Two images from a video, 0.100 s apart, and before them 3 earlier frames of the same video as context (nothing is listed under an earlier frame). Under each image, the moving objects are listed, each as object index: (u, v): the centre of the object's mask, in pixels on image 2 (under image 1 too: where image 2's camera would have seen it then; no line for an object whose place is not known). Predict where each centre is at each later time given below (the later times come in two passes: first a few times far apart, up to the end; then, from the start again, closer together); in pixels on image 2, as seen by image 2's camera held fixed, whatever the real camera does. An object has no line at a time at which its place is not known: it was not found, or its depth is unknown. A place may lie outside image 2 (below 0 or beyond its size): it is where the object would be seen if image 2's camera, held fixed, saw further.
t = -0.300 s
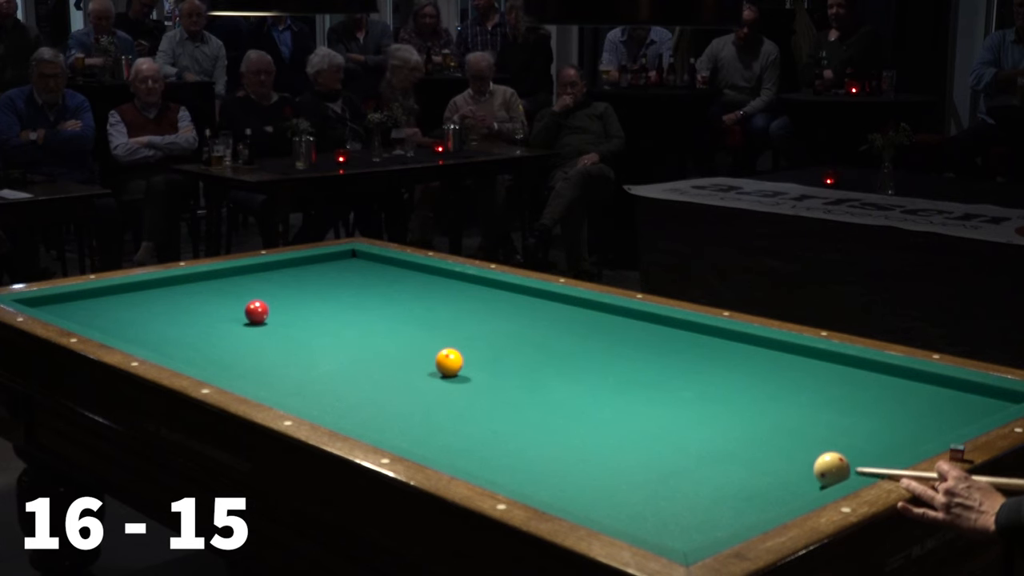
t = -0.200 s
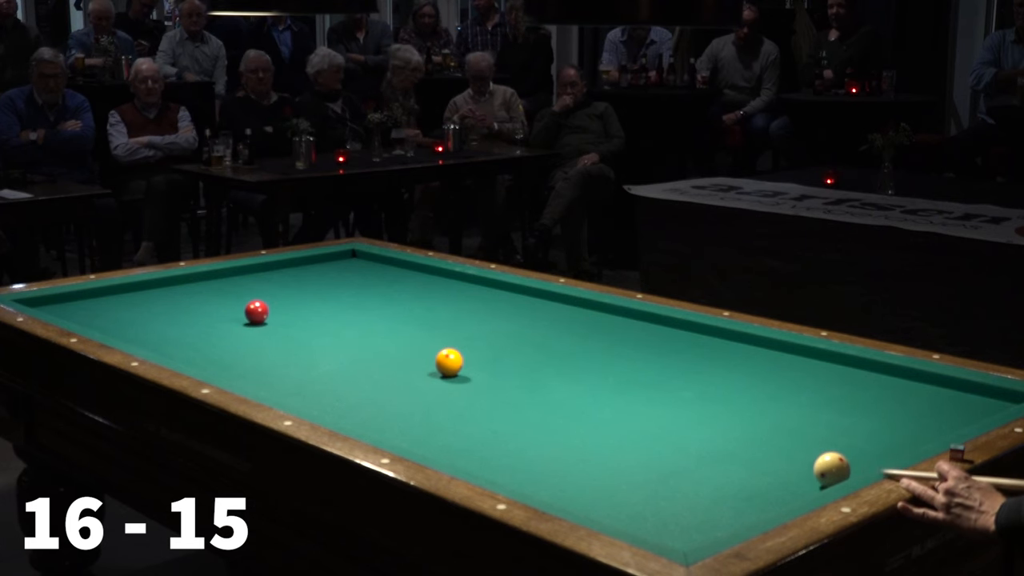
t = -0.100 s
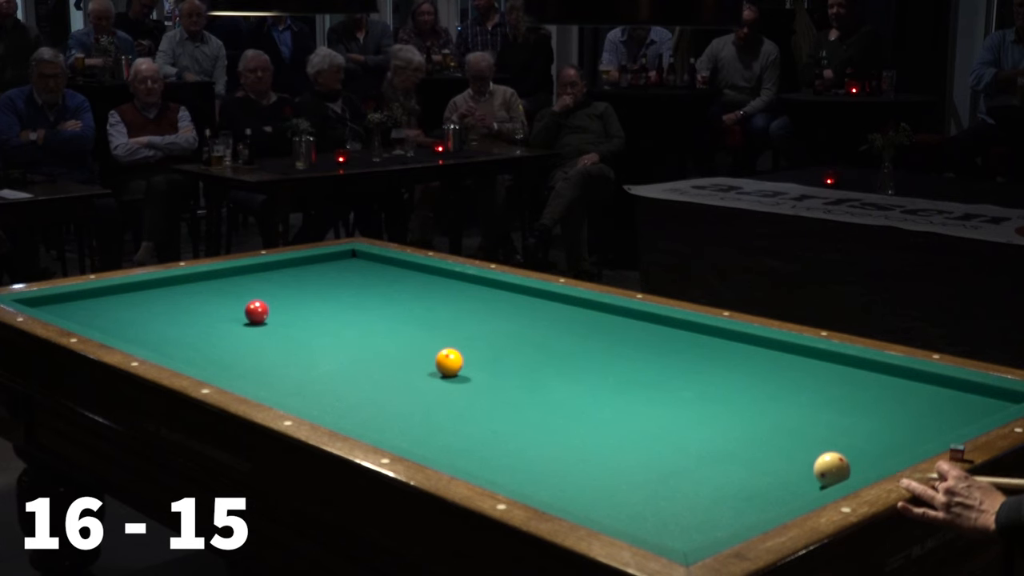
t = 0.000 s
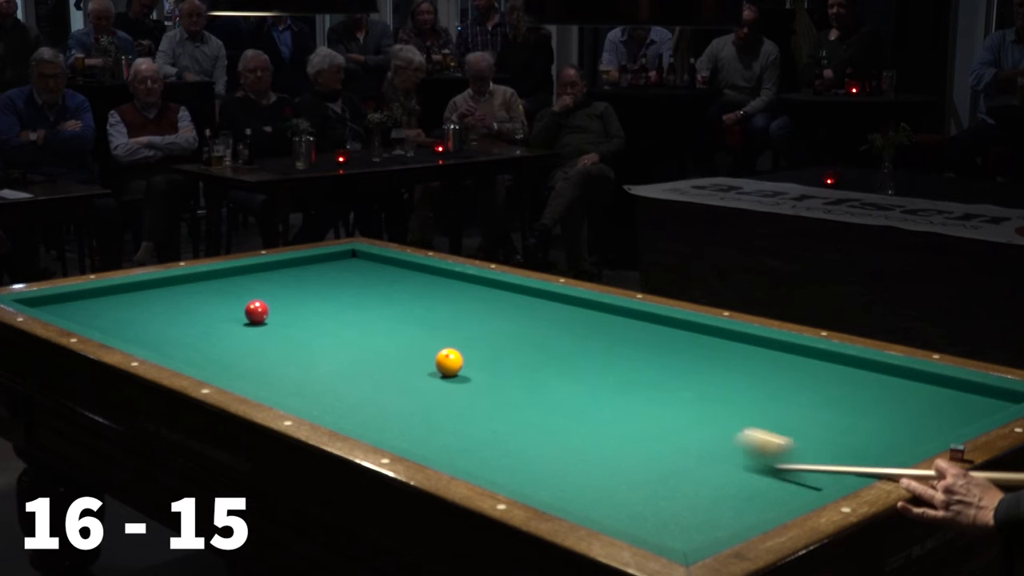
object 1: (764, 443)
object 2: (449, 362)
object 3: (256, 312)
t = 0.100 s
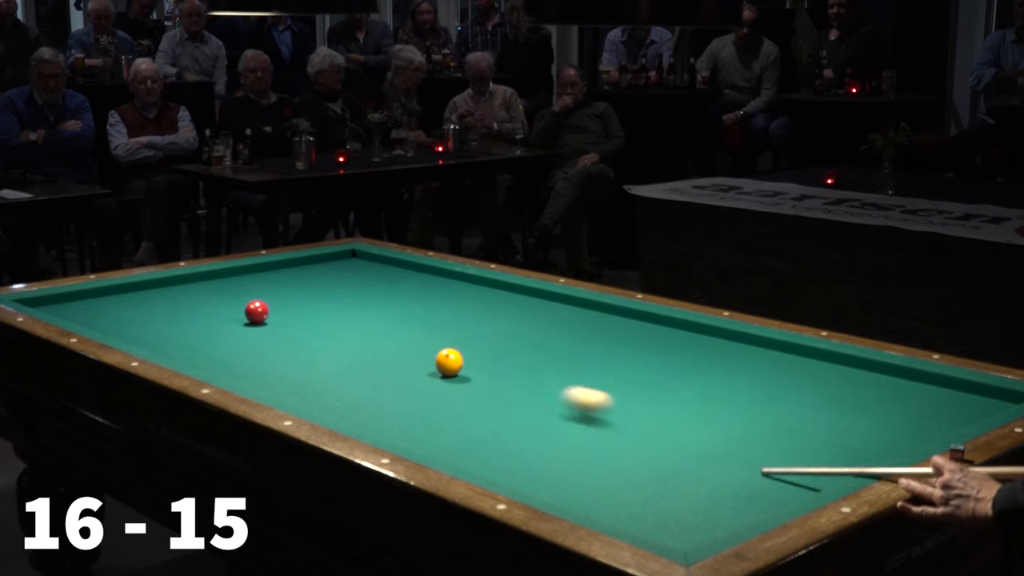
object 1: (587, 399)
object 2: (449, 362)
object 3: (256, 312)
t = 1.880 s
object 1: (332, 255)
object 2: (306, 338)
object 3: (256, 312)
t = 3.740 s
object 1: (296, 318)
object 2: (714, 447)
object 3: (191, 335)
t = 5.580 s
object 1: (348, 341)
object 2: (810, 370)
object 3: (244, 342)
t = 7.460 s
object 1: (374, 354)
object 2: (650, 342)
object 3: (300, 338)
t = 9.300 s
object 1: (376, 354)
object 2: (523, 336)
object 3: (301, 338)
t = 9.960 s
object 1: (376, 354)
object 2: (494, 334)
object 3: (301, 339)
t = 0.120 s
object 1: (556, 391)
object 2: (449, 363)
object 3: (256, 312)
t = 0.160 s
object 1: (498, 377)
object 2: (449, 363)
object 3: (256, 312)
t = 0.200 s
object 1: (448, 369)
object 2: (447, 352)
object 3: (256, 312)
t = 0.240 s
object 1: (406, 371)
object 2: (439, 345)
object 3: (256, 312)
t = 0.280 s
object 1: (362, 374)
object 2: (431, 333)
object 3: (256, 312)
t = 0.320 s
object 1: (320, 376)
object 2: (424, 322)
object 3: (256, 312)
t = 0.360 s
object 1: (277, 378)
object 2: (418, 312)
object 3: (256, 312)
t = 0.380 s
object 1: (257, 376)
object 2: (415, 307)
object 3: (256, 312)
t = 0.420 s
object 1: (231, 372)
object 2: (410, 298)
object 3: (256, 312)
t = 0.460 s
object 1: (245, 369)
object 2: (405, 290)
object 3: (256, 312)
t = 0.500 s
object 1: (259, 363)
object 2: (400, 283)
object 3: (256, 312)
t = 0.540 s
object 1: (271, 357)
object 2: (396, 276)
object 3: (256, 312)
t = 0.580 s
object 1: (281, 351)
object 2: (392, 270)
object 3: (256, 312)
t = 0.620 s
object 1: (289, 346)
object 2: (389, 264)
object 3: (256, 312)
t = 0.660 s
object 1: (295, 342)
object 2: (384, 259)
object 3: (256, 312)
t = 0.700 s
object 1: (300, 337)
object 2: (364, 258)
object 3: (256, 312)
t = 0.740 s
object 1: (304, 333)
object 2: (345, 257)
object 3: (256, 312)
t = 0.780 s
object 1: (308, 329)
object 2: (327, 257)
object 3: (256, 312)
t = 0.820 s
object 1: (312, 325)
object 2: (322, 259)
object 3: (256, 312)
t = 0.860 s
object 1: (316, 321)
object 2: (322, 261)
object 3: (256, 312)
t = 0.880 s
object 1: (318, 319)
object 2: (323, 263)
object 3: (256, 312)
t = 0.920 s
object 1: (321, 316)
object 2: (323, 265)
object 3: (256, 312)
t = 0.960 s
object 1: (325, 312)
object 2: (322, 268)
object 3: (256, 312)
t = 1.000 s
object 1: (328, 309)
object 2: (322, 271)
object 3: (256, 312)
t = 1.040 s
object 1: (331, 305)
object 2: (321, 273)
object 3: (256, 312)
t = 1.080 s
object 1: (334, 302)
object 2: (321, 275)
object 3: (256, 312)
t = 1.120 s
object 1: (338, 299)
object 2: (320, 278)
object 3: (256, 312)
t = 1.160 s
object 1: (341, 295)
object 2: (319, 281)
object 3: (256, 312)
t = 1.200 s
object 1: (344, 292)
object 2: (318, 284)
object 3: (256, 312)
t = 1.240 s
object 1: (347, 289)
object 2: (318, 286)
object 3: (256, 312)
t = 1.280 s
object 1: (350, 286)
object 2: (317, 289)
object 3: (256, 312)
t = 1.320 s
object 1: (352, 283)
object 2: (316, 292)
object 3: (256, 312)
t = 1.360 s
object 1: (355, 280)
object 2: (316, 295)
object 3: (256, 312)
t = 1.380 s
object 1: (356, 279)
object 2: (315, 296)
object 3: (256, 312)
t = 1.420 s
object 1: (359, 276)
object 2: (314, 299)
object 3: (256, 312)
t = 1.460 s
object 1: (361, 274)
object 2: (314, 302)
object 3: (256, 312)
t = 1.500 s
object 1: (364, 271)
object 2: (313, 306)
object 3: (256, 312)
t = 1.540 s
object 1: (366, 268)
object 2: (312, 308)
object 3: (256, 312)
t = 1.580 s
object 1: (369, 266)
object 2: (312, 312)
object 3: (256, 312)
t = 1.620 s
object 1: (371, 263)
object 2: (311, 315)
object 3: (256, 312)
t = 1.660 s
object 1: (373, 261)
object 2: (310, 318)
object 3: (256, 312)
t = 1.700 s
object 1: (376, 259)
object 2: (309, 322)
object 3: (256, 312)
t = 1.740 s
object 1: (369, 257)
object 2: (308, 325)
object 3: (256, 312)
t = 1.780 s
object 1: (358, 257)
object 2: (308, 329)
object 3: (256, 312)
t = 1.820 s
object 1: (347, 256)
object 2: (307, 332)
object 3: (256, 312)
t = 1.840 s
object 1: (342, 256)
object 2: (306, 334)
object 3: (256, 312)
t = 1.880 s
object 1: (332, 255)
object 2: (306, 338)
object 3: (256, 312)
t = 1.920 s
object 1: (330, 257)
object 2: (305, 341)
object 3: (256, 312)
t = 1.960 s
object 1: (328, 259)
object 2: (304, 345)
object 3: (256, 312)
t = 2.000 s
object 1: (327, 260)
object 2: (303, 349)
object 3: (256, 312)
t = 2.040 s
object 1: (325, 262)
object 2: (302, 353)
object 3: (256, 312)
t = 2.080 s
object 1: (323, 264)
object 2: (301, 357)
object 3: (256, 312)
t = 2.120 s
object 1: (320, 265)
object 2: (300, 361)
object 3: (256, 312)
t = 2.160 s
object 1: (319, 267)
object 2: (299, 365)
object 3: (256, 312)
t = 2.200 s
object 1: (317, 268)
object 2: (298, 369)
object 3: (256, 312)
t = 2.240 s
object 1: (314, 270)
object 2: (297, 374)
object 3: (256, 312)
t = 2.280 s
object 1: (312, 272)
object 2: (296, 378)
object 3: (256, 312)
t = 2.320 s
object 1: (310, 274)
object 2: (295, 383)
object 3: (256, 312)
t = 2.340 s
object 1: (309, 275)
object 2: (294, 386)
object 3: (256, 312)
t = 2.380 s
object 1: (307, 276)
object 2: (293, 390)
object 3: (256, 312)
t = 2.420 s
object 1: (305, 278)
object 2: (293, 393)
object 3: (256, 312)
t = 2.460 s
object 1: (303, 280)
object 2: (293, 396)
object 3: (256, 312)
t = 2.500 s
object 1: (300, 282)
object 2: (301, 398)
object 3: (256, 312)
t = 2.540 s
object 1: (298, 284)
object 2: (314, 401)
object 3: (256, 312)
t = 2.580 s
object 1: (296, 285)
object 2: (327, 404)
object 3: (256, 312)
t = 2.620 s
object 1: (293, 287)
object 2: (339, 406)
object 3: (256, 312)
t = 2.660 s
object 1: (291, 289)
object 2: (352, 408)
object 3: (256, 312)
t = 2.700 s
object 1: (289, 291)
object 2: (365, 409)
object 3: (256, 312)
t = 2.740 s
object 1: (286, 293)
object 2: (377, 411)
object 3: (256, 312)
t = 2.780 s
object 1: (284, 295)
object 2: (390, 411)
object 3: (256, 312)
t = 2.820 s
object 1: (281, 297)
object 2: (403, 413)
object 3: (256, 312)
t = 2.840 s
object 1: (280, 298)
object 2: (410, 413)
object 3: (256, 312)
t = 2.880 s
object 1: (278, 300)
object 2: (423, 415)
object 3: (256, 312)
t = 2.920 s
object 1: (276, 302)
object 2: (436, 417)
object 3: (256, 312)
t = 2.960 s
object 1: (274, 304)
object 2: (449, 418)
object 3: (256, 312)
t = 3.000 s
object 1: (272, 305)
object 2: (462, 419)
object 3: (256, 312)
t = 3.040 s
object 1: (271, 307)
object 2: (476, 420)
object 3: (254, 313)
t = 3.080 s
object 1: (272, 308)
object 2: (489, 422)
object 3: (250, 314)
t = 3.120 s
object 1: (273, 309)
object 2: (502, 424)
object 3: (246, 315)
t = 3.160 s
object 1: (275, 309)
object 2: (515, 426)
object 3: (242, 317)
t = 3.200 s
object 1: (276, 310)
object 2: (529, 426)
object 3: (239, 318)
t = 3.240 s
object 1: (278, 310)
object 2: (542, 429)
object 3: (235, 319)
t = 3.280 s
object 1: (279, 311)
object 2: (556, 430)
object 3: (232, 321)
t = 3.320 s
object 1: (281, 312)
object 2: (569, 431)
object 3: (228, 322)
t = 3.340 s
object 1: (281, 312)
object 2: (576, 432)
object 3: (227, 322)
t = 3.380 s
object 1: (283, 313)
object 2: (590, 434)
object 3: (223, 323)
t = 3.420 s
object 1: (284, 313)
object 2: (603, 435)
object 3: (220, 325)
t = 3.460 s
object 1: (286, 314)
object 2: (617, 436)
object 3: (216, 326)
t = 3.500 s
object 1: (287, 314)
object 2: (631, 438)
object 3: (213, 327)
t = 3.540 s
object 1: (289, 315)
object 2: (644, 440)
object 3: (209, 328)
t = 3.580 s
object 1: (290, 316)
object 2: (658, 441)
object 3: (205, 330)
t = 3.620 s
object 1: (291, 316)
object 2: (672, 443)
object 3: (202, 331)
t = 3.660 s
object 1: (293, 317)
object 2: (686, 444)
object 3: (198, 332)
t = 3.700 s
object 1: (294, 318)
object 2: (700, 445)
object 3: (195, 333)
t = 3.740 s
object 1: (296, 318)
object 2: (714, 447)
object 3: (191, 335)
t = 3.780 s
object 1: (297, 319)
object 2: (728, 448)
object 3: (188, 336)
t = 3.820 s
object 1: (298, 320)
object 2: (742, 450)
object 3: (184, 337)
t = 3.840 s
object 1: (299, 320)
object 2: (749, 451)
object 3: (182, 338)
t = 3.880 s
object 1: (300, 320)
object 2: (763, 452)
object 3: (179, 339)
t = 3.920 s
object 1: (302, 321)
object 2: (777, 453)
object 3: (175, 340)
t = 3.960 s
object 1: (303, 321)
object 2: (792, 455)
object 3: (171, 342)
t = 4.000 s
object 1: (304, 322)
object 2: (806, 457)
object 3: (168, 343)
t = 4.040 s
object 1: (305, 322)
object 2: (820, 458)
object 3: (165, 344)
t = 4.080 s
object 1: (307, 323)
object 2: (835, 460)
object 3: (161, 344)
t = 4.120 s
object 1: (308, 323)
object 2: (849, 460)
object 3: (158, 345)
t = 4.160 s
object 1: (310, 324)
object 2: (862, 459)
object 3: (155, 345)
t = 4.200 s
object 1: (311, 325)
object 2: (868, 457)
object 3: (152, 345)
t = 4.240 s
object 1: (312, 325)
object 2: (866, 456)
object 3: (155, 346)
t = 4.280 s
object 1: (313, 326)
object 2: (863, 454)
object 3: (158, 346)
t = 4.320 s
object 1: (314, 326)
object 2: (862, 452)
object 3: (161, 346)
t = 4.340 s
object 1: (315, 327)
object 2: (861, 450)
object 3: (163, 347)
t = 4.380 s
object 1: (316, 327)
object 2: (859, 446)
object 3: (166, 347)
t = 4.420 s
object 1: (318, 328)
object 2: (856, 443)
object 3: (169, 347)
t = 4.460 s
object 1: (319, 328)
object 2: (855, 440)
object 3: (172, 347)
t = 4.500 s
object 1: (320, 329)
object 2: (852, 436)
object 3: (175, 347)
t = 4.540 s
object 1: (321, 329)
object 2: (850, 434)
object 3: (178, 347)
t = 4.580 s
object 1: (322, 330)
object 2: (849, 431)
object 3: (181, 347)
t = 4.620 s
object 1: (323, 330)
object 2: (846, 427)
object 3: (184, 347)
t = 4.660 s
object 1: (324, 331)
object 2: (845, 425)
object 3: (187, 347)
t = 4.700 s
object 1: (326, 332)
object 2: (843, 422)
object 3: (190, 346)
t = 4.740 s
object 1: (327, 332)
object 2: (841, 419)
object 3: (193, 346)
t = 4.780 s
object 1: (328, 332)
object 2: (839, 416)
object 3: (195, 346)
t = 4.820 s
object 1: (329, 333)
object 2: (837, 413)
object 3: (198, 346)
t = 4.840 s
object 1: (330, 333)
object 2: (837, 412)
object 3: (199, 346)
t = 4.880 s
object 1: (331, 334)
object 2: (835, 410)
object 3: (202, 346)
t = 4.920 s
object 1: (332, 334)
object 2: (834, 408)
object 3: (205, 345)
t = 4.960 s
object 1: (333, 334)
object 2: (832, 405)
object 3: (208, 345)
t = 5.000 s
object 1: (334, 335)
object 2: (830, 402)
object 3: (210, 345)
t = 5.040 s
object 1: (335, 336)
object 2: (829, 400)
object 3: (213, 345)
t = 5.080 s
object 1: (336, 336)
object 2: (827, 397)
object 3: (215, 344)
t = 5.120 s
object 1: (337, 337)
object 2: (825, 395)
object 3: (218, 344)
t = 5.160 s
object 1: (338, 337)
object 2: (824, 393)
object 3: (220, 344)
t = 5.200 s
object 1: (339, 338)
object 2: (822, 390)
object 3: (223, 344)
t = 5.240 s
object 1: (340, 338)
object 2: (821, 388)
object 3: (225, 344)
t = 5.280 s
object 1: (341, 338)
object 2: (820, 386)
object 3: (227, 344)
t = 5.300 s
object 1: (342, 338)
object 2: (819, 385)
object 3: (229, 344)
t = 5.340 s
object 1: (342, 339)
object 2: (817, 383)
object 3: (231, 343)
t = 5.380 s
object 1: (344, 340)
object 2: (816, 381)
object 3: (233, 343)
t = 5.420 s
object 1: (345, 340)
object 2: (815, 378)
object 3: (235, 343)
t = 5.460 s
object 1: (346, 340)
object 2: (814, 376)
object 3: (237, 343)
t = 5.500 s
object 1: (347, 341)
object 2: (812, 374)
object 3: (240, 343)
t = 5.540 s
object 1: (347, 341)
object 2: (811, 372)
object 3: (242, 343)
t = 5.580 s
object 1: (348, 341)
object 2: (810, 370)
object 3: (244, 342)
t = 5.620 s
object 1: (349, 342)
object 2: (808, 368)
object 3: (246, 342)
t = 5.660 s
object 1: (350, 342)
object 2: (807, 366)
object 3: (248, 342)
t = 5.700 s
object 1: (351, 342)
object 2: (806, 364)
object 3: (250, 342)
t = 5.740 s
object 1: (352, 343)
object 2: (805, 363)
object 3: (252, 342)
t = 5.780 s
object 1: (352, 343)
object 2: (804, 361)
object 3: (253, 342)
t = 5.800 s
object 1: (353, 344)
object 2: (803, 360)
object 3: (254, 342)
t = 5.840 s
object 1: (354, 344)
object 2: (802, 359)
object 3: (256, 341)
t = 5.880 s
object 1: (355, 344)
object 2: (801, 356)
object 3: (258, 341)
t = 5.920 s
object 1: (356, 345)
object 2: (800, 355)
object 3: (260, 341)
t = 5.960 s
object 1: (356, 345)
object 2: (799, 354)
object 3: (261, 341)
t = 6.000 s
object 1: (357, 345)
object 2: (798, 352)
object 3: (263, 341)
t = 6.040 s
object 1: (358, 346)
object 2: (796, 350)
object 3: (265, 341)
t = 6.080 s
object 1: (359, 346)
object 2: (794, 349)
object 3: (266, 341)
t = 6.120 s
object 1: (360, 346)
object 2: (789, 349)
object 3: (268, 341)
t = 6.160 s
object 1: (360, 347)
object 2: (784, 349)
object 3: (269, 341)
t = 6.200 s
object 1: (361, 347)
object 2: (780, 348)
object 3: (271, 341)
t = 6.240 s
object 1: (362, 347)
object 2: (775, 348)
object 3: (272, 340)
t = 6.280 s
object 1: (362, 348)
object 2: (770, 348)
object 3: (274, 340)
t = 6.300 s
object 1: (363, 348)
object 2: (768, 348)
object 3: (274, 340)
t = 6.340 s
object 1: (363, 348)
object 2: (764, 348)
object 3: (276, 340)
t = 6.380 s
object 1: (364, 348)
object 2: (759, 348)
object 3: (277, 340)
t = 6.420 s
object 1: (365, 348)
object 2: (754, 347)
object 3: (278, 340)
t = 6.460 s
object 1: (365, 349)
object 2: (750, 347)
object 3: (280, 340)
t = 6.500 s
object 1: (366, 349)
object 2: (746, 347)
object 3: (281, 340)
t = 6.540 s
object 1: (366, 349)
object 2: (741, 347)
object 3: (282, 340)
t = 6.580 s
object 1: (367, 350)
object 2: (737, 347)
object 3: (283, 340)
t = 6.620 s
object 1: (368, 350)
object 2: (733, 346)
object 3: (284, 340)
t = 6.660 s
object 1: (368, 350)
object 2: (728, 346)
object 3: (285, 340)
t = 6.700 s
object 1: (369, 350)
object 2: (724, 346)
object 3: (287, 340)
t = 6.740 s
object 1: (369, 350)
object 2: (720, 346)
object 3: (288, 340)
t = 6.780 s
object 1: (370, 351)
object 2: (715, 346)
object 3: (289, 339)
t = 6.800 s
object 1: (370, 351)
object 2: (713, 345)
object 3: (289, 339)
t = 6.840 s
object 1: (371, 351)
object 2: (709, 345)
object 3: (290, 339)
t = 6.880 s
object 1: (371, 351)
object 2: (705, 345)
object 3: (291, 339)
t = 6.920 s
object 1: (372, 351)
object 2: (701, 345)
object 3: (292, 339)
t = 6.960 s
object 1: (372, 352)
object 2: (697, 345)
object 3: (293, 339)
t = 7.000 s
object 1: (372, 352)
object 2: (693, 344)
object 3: (293, 339)
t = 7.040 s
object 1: (372, 352)
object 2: (689, 344)
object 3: (294, 339)
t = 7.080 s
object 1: (373, 352)
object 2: (685, 344)
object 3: (295, 339)
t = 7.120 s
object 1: (373, 352)
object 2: (681, 344)
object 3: (296, 339)
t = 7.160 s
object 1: (373, 353)
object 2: (677, 344)
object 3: (296, 339)
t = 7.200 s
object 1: (373, 353)
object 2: (674, 344)
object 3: (297, 339)
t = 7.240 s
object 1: (373, 353)
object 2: (670, 344)
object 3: (297, 339)
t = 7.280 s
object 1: (374, 353)
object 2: (666, 343)
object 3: (298, 338)
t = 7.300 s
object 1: (374, 353)
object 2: (665, 343)
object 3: (298, 338)
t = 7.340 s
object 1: (374, 353)
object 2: (661, 343)
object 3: (299, 339)
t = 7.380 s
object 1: (374, 353)
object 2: (657, 343)
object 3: (299, 338)
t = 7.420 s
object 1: (374, 353)
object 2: (654, 343)
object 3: (300, 338)
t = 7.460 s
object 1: (374, 354)
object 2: (650, 342)
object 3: (300, 338)
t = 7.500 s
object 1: (375, 354)
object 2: (646, 342)
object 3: (300, 339)
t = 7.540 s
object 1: (375, 354)
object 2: (643, 342)
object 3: (301, 338)
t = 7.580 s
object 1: (375, 354)
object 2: (639, 342)
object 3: (301, 338)
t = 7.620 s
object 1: (375, 354)
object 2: (636, 342)
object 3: (301, 338)
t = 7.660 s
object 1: (375, 354)
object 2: (633, 342)
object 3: (301, 338)
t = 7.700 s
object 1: (376, 354)
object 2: (629, 342)
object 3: (302, 338)
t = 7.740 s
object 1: (376, 354)
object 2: (626, 342)
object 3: (302, 338)
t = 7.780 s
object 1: (376, 354)
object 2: (623, 341)
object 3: (302, 338)
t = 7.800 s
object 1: (376, 354)
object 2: (621, 341)
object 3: (302, 338)
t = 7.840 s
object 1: (376, 354)
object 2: (618, 341)
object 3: (302, 338)
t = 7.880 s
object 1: (376, 354)
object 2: (615, 341)
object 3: (302, 338)
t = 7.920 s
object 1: (376, 355)
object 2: (612, 340)
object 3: (302, 338)
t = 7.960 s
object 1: (376, 354)
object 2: (609, 341)
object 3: (302, 338)
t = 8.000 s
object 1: (376, 355)
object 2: (605, 340)
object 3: (302, 338)
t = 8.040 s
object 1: (376, 355)
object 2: (602, 340)
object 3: (302, 338)
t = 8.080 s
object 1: (376, 355)
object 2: (599, 340)
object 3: (302, 338)
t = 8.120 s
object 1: (376, 355)
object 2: (597, 340)
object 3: (302, 338)
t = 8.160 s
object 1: (376, 355)
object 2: (593, 340)
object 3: (302, 338)
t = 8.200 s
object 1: (376, 355)
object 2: (591, 339)
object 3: (302, 338)
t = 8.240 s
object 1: (376, 355)
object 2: (588, 339)
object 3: (302, 338)
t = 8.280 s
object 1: (376, 355)
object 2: (585, 339)
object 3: (302, 338)
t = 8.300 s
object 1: (376, 355)
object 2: (583, 339)
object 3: (302, 338)
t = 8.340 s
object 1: (376, 355)
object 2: (580, 339)
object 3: (302, 338)
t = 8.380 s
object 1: (376, 355)
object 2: (578, 339)
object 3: (302, 338)
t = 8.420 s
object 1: (376, 355)
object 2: (575, 338)
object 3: (302, 338)
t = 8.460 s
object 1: (376, 355)
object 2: (572, 338)
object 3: (302, 338)
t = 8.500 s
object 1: (376, 355)
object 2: (570, 338)
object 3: (302, 338)
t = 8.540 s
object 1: (376, 355)
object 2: (567, 338)
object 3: (302, 338)
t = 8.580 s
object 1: (376, 355)
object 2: (564, 338)
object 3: (301, 338)
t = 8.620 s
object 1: (376, 355)
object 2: (562, 338)
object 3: (301, 338)
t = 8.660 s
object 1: (376, 355)
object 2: (559, 338)
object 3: (301, 338)
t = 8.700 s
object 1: (376, 355)
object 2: (557, 337)
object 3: (301, 338)
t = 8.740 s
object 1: (376, 354)
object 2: (554, 337)
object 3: (302, 338)
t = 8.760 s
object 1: (376, 355)
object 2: (553, 337)
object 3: (302, 338)
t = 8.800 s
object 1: (376, 354)
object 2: (551, 337)
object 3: (302, 338)
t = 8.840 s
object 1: (376, 355)
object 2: (548, 337)
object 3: (301, 338)
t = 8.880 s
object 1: (376, 354)
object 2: (546, 337)
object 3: (302, 338)
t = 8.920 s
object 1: (376, 354)
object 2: (544, 337)
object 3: (301, 338)
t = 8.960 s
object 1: (376, 354)
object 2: (542, 337)
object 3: (302, 338)
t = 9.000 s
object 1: (376, 354)
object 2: (539, 337)
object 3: (301, 338)
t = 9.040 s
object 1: (376, 354)
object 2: (537, 336)
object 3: (302, 338)
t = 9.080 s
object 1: (376, 354)
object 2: (535, 336)
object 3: (301, 338)
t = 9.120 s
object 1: (376, 354)
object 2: (533, 336)
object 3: (302, 338)
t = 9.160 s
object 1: (376, 354)
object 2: (531, 336)
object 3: (301, 338)
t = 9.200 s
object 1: (376, 354)
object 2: (528, 336)
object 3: (302, 338)
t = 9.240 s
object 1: (376, 354)
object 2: (526, 336)
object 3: (302, 338)
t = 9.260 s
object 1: (376, 354)
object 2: (525, 336)
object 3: (302, 338)
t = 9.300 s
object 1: (376, 354)
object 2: (523, 336)
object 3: (301, 338)
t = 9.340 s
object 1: (376, 354)
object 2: (521, 336)
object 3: (302, 338)
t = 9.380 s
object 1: (376, 354)
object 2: (519, 335)
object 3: (302, 338)
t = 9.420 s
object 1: (376, 354)
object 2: (517, 336)
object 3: (302, 338)
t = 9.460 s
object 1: (376, 354)
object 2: (516, 335)
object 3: (302, 338)
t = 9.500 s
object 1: (376, 354)
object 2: (514, 335)
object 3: (302, 338)
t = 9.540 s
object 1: (376, 354)
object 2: (512, 335)
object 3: (301, 338)
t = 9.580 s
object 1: (376, 354)
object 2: (510, 335)
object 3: (302, 338)
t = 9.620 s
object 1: (376, 354)
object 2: (508, 335)
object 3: (302, 338)
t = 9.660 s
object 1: (376, 354)
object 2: (506, 335)
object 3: (301, 339)
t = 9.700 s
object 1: (376, 354)
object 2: (505, 335)
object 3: (302, 338)
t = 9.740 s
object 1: (376, 354)
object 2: (503, 335)
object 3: (302, 338)
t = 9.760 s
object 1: (376, 354)
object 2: (502, 335)
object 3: (301, 338)
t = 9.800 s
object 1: (376, 354)
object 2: (501, 335)
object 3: (301, 338)
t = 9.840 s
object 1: (376, 354)
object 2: (499, 335)
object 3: (301, 338)
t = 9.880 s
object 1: (376, 354)
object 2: (497, 334)
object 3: (301, 338)
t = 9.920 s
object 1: (376, 354)
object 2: (496, 334)
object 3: (301, 338)
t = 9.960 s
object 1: (376, 354)
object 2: (494, 334)
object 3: (301, 339)
